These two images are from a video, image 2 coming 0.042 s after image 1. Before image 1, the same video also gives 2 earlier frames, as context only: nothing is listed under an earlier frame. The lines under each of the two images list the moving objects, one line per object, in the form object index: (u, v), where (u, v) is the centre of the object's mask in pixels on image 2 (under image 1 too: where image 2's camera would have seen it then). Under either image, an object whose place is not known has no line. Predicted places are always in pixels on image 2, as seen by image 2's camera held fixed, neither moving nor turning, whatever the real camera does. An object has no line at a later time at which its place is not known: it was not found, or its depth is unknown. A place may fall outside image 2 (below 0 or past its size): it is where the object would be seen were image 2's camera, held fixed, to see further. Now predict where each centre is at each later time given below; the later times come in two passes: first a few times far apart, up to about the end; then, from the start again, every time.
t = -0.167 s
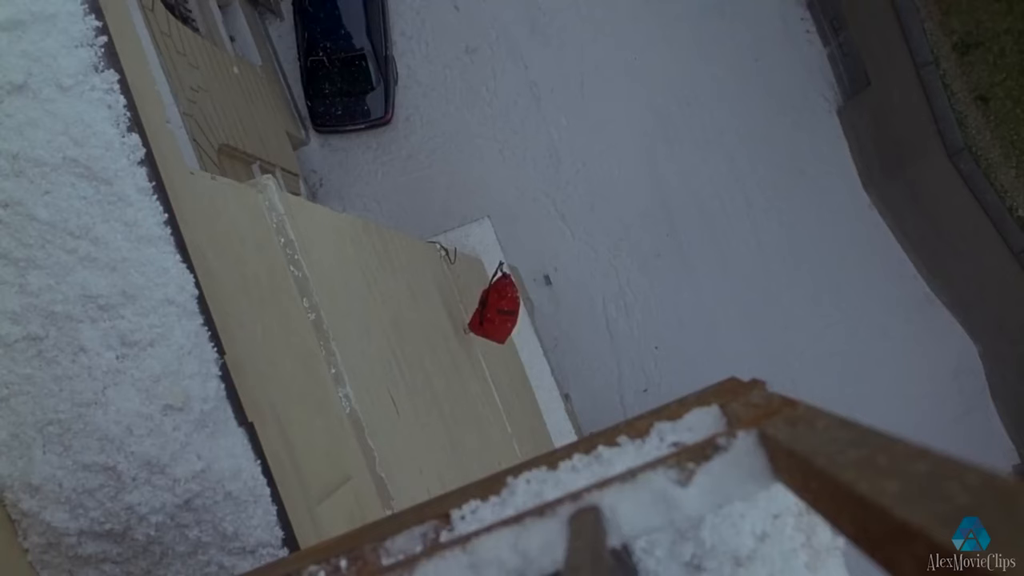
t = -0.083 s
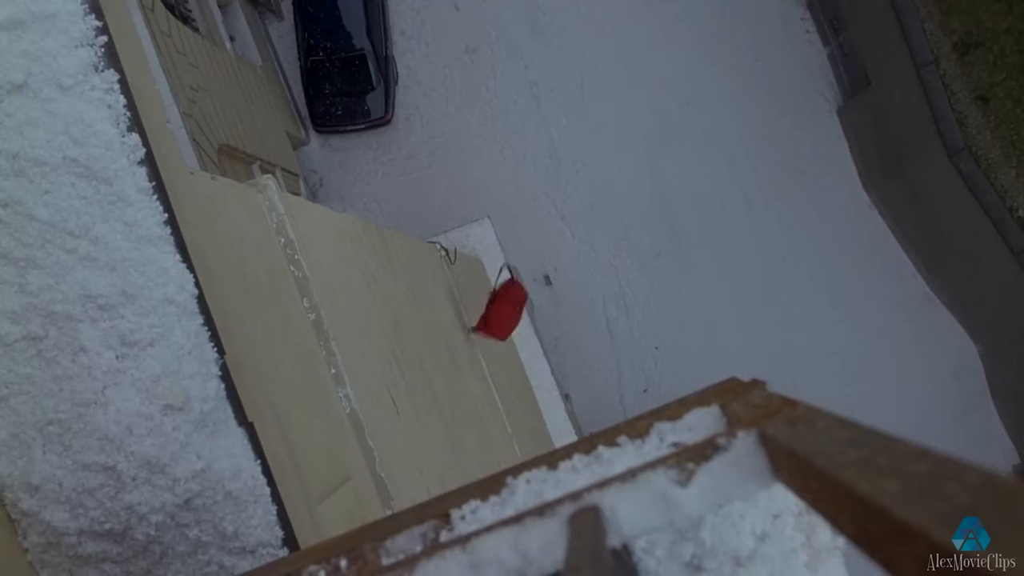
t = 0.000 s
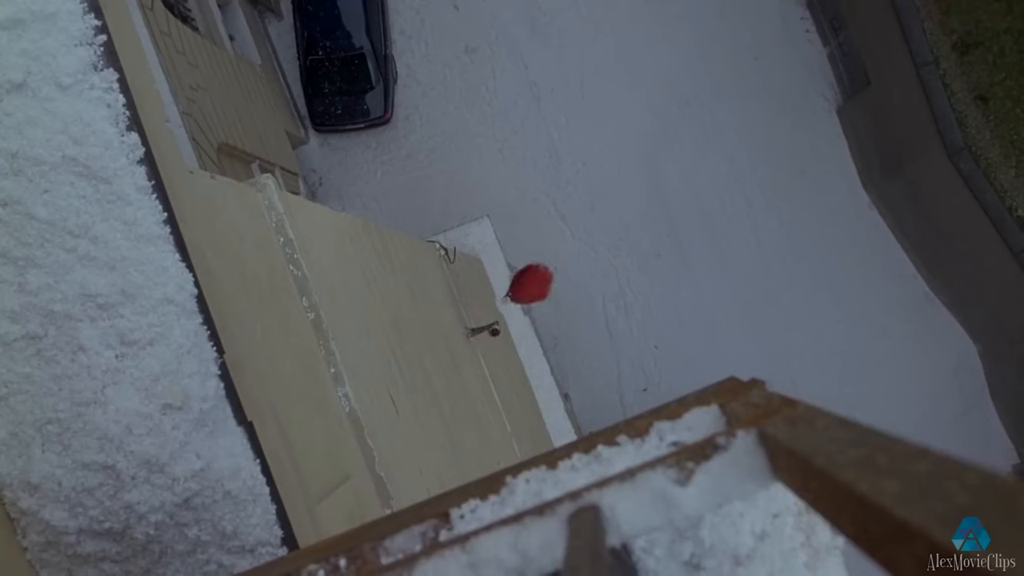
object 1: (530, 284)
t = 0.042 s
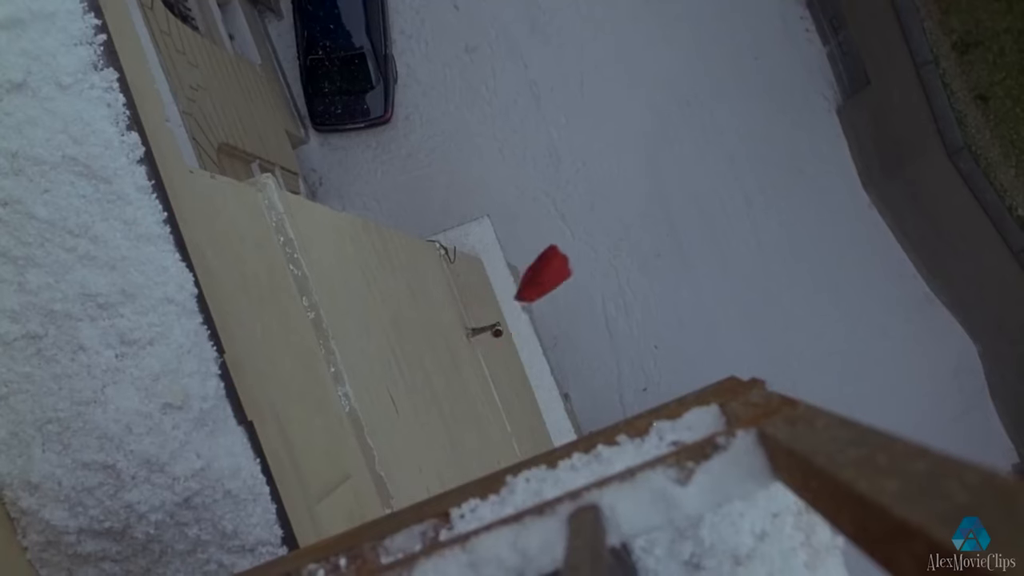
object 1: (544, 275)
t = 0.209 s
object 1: (551, 248)
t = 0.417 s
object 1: (558, 219)
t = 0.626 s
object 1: (557, 204)
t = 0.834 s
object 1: (554, 198)
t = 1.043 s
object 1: (550, 192)
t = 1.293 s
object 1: (548, 191)
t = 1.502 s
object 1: (551, 186)
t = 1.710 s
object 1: (551, 187)
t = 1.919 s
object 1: (550, 184)
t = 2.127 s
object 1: (546, 184)
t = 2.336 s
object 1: (545, 187)
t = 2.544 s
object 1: (546, 193)
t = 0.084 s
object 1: (549, 264)
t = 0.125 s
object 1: (552, 255)
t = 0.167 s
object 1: (550, 252)
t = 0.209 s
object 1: (551, 248)
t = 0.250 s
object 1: (553, 243)
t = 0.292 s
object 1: (553, 240)
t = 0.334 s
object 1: (554, 234)
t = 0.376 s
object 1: (557, 226)
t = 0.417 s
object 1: (558, 219)
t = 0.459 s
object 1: (559, 212)
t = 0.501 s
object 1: (562, 206)
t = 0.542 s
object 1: (560, 204)
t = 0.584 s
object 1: (557, 205)
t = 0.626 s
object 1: (557, 204)
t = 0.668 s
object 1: (556, 203)
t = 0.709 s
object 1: (554, 204)
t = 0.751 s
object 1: (554, 204)
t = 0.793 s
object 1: (555, 200)
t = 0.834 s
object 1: (554, 198)
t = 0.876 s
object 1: (552, 197)
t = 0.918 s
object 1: (554, 193)
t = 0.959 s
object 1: (554, 190)
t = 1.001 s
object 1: (551, 191)
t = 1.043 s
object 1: (550, 192)
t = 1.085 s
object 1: (550, 192)
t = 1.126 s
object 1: (549, 192)
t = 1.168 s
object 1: (548, 193)
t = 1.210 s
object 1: (549, 194)
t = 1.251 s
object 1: (549, 192)
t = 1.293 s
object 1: (548, 191)
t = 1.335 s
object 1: (549, 190)
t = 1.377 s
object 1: (551, 188)
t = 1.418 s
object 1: (552, 186)
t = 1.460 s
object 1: (552, 186)
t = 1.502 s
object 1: (551, 186)
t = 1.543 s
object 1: (550, 187)
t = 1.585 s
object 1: (551, 186)
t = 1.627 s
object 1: (551, 186)
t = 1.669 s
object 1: (551, 186)
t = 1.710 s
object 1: (551, 187)
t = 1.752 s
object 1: (552, 186)
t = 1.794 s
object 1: (553, 185)
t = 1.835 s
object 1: (552, 185)
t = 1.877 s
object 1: (550, 184)
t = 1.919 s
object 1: (550, 184)
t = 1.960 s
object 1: (550, 183)
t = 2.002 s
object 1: (550, 183)
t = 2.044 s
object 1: (549, 183)
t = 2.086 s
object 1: (547, 184)
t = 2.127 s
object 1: (546, 184)
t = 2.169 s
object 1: (546, 185)
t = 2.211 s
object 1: (545, 185)
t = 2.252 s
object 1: (545, 185)
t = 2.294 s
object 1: (545, 186)
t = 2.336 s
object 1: (545, 187)
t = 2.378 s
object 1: (546, 188)
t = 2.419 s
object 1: (546, 189)
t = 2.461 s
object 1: (545, 190)
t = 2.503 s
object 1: (546, 192)
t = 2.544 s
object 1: (546, 193)
